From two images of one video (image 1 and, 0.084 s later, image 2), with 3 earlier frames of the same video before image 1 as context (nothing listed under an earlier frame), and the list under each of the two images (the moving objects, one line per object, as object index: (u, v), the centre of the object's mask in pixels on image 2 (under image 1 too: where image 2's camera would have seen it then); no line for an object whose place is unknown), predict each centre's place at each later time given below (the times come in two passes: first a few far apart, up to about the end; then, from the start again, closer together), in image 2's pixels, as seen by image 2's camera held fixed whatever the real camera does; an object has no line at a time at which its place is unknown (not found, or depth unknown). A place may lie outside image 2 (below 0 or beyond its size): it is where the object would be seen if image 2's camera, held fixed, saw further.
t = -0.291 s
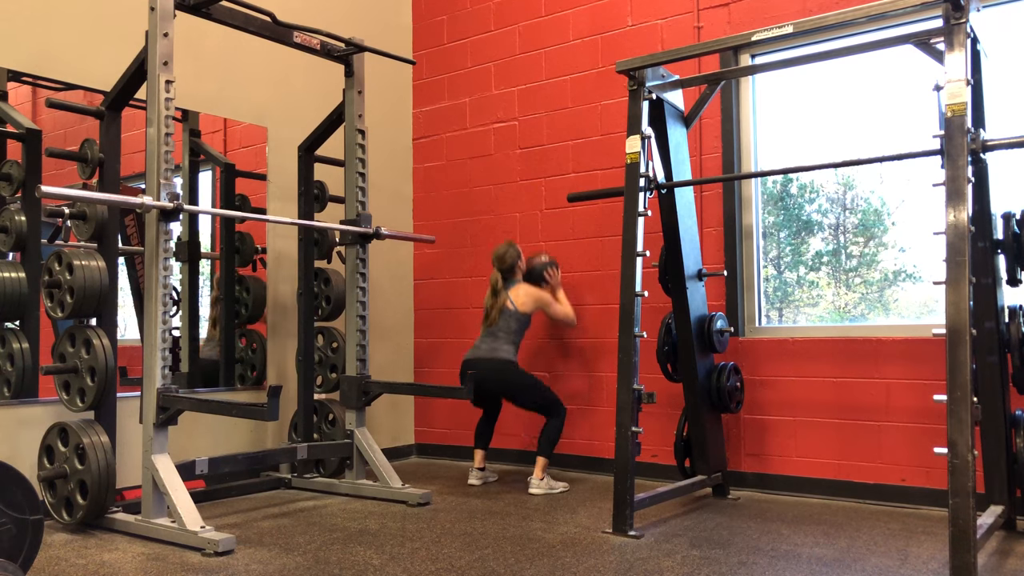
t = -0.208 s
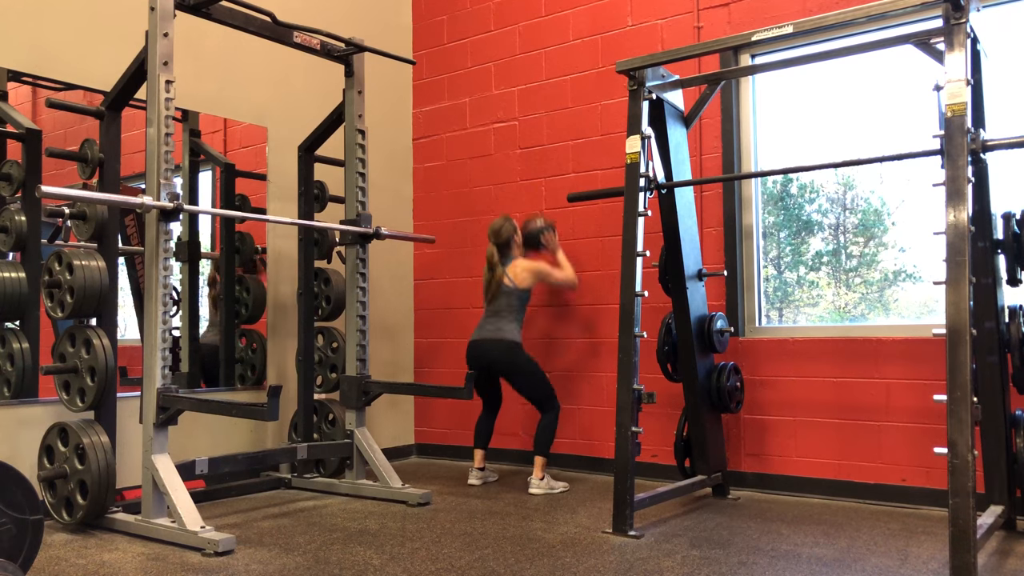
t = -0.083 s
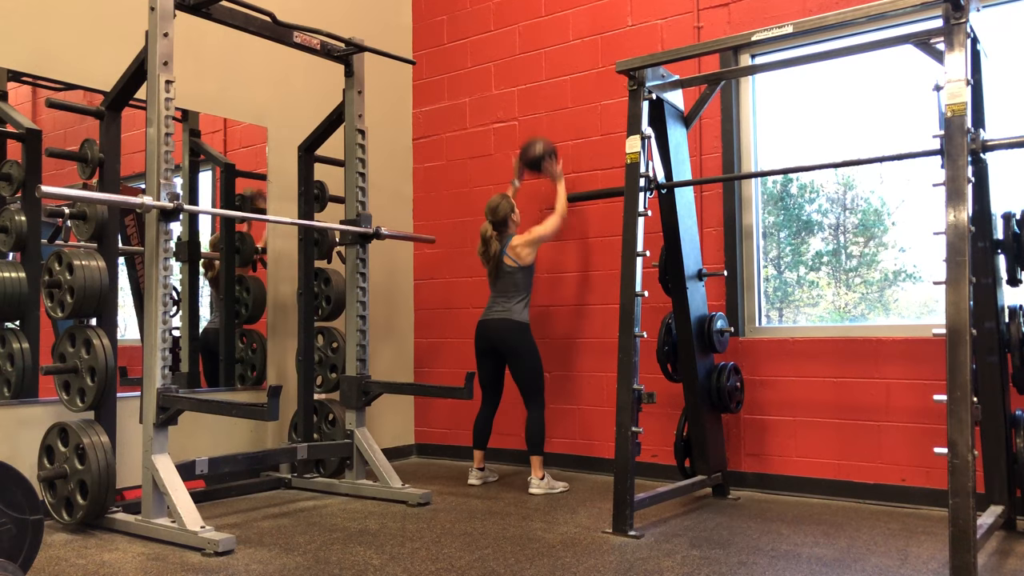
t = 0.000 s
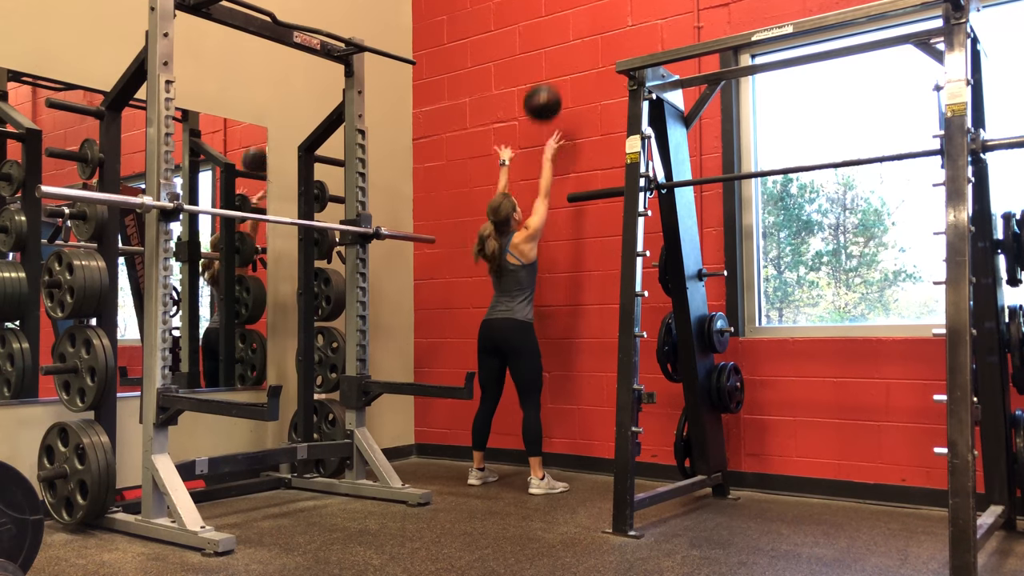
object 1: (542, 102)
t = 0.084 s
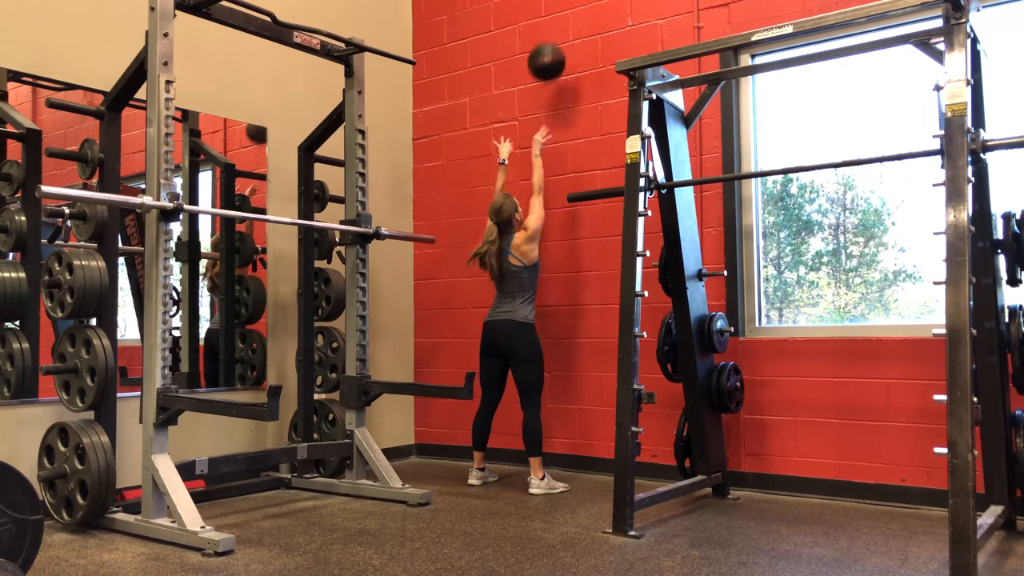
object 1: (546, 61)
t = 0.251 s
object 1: (555, 16)
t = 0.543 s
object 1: (560, 31)
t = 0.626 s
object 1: (559, 58)
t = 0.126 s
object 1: (548, 45)
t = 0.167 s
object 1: (550, 32)
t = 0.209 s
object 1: (552, 22)
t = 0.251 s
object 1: (555, 16)
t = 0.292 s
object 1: (557, 13)
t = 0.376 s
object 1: (561, 13)
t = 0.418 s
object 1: (563, 15)
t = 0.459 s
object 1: (562, 17)
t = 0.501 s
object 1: (562, 22)
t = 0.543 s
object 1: (560, 31)
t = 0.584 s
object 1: (560, 43)
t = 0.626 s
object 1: (559, 58)
